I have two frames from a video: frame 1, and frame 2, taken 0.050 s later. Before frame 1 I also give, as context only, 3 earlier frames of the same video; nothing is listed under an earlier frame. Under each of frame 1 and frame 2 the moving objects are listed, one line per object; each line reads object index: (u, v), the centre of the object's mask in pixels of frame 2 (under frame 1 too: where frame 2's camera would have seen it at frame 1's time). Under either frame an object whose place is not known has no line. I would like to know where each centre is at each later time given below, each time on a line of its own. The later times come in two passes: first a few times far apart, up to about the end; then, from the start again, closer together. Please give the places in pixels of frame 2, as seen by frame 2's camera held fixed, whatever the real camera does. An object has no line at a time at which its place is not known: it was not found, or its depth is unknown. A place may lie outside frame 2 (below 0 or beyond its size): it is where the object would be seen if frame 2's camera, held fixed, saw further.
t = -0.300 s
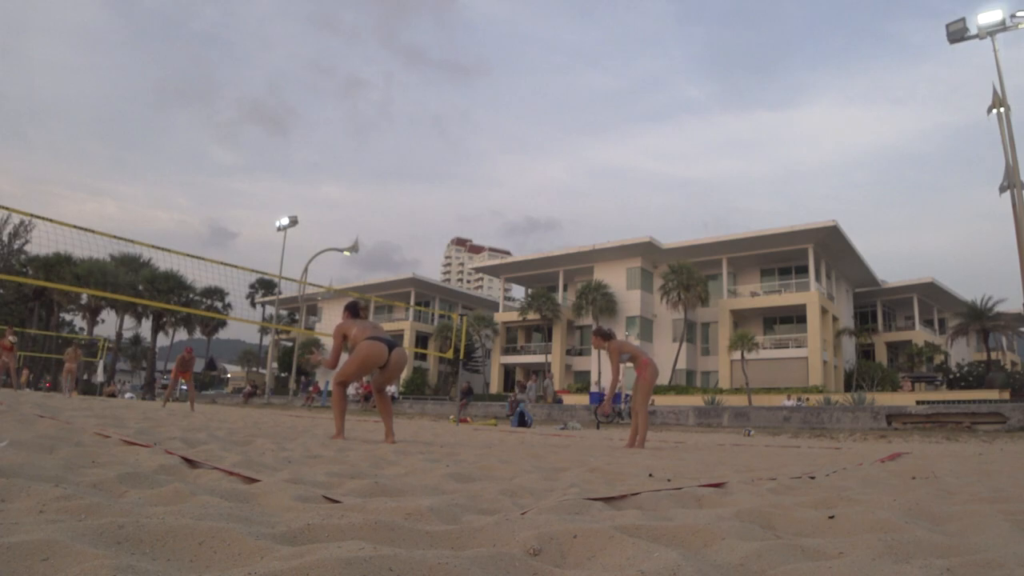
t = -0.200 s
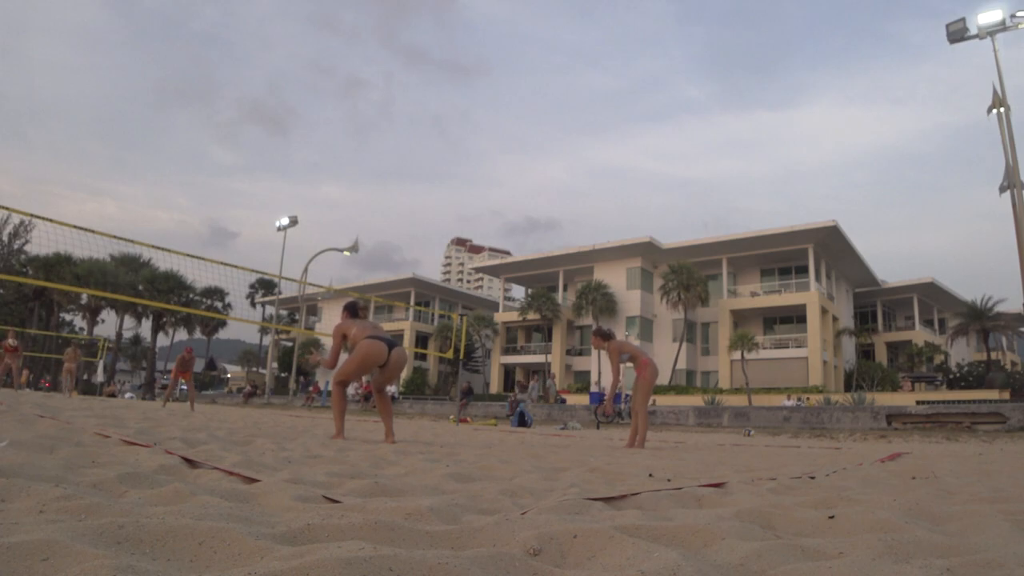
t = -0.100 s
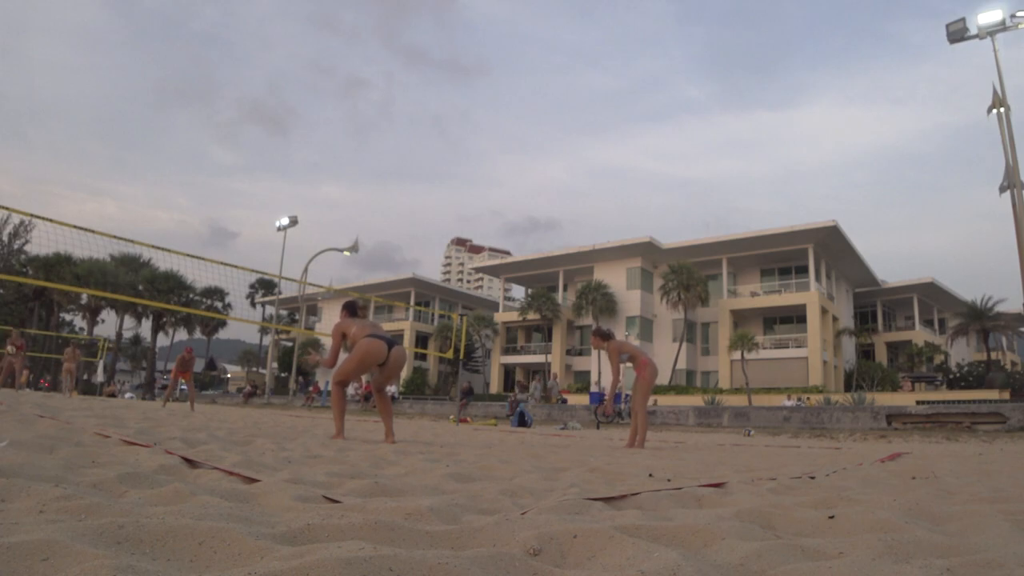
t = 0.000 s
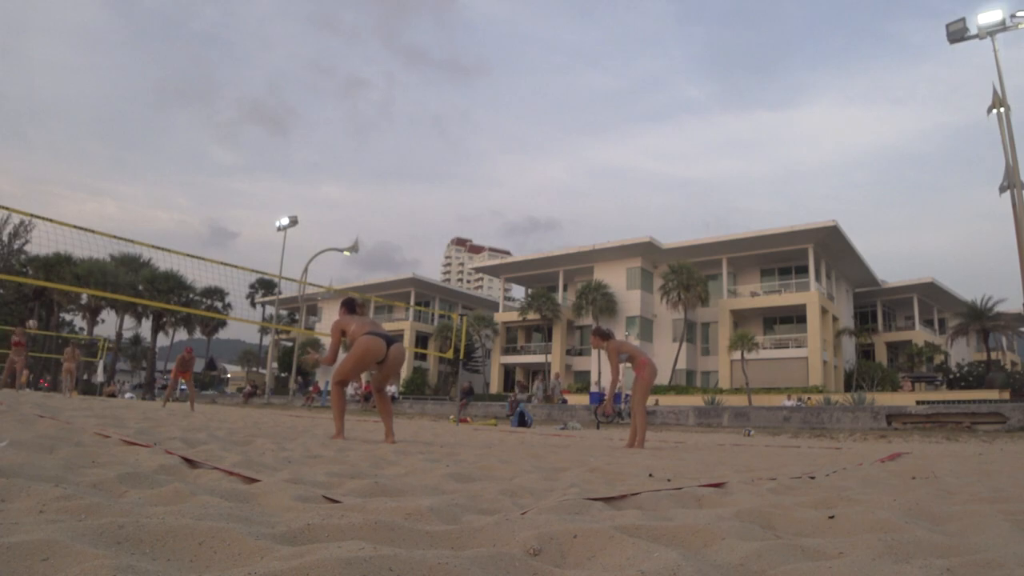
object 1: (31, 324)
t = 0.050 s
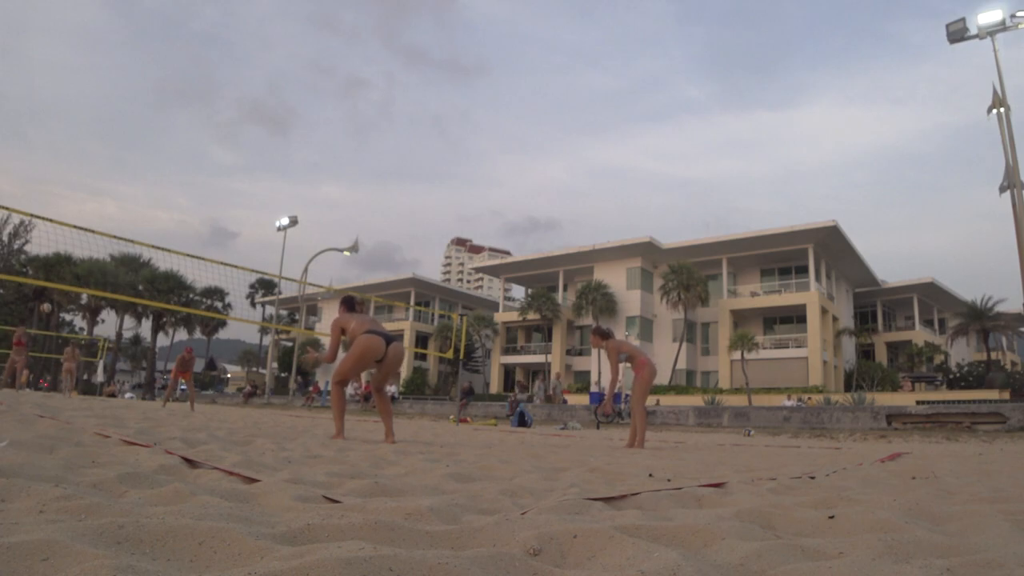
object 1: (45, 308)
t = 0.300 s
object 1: (117, 236)
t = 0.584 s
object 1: (201, 184)
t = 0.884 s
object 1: (296, 168)
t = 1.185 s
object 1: (403, 204)
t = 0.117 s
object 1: (66, 284)
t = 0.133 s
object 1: (69, 281)
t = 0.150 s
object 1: (74, 277)
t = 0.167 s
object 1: (78, 272)
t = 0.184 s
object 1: (83, 266)
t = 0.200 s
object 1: (86, 260)
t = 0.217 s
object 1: (94, 257)
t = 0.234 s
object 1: (98, 254)
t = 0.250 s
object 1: (103, 249)
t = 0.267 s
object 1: (108, 245)
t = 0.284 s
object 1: (112, 241)
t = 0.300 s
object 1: (117, 236)
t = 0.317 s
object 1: (122, 233)
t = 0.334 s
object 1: (127, 229)
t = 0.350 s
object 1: (132, 225)
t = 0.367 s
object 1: (137, 222)
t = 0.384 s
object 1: (142, 218)
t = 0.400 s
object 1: (146, 214)
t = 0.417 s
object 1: (151, 211)
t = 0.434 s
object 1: (156, 208)
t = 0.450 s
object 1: (161, 205)
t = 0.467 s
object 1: (166, 202)
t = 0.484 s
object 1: (171, 199)
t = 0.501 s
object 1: (176, 196)
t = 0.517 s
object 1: (181, 194)
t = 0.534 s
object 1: (186, 191)
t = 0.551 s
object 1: (191, 189)
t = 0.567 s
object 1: (196, 187)
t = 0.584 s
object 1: (201, 184)
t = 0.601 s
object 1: (206, 183)
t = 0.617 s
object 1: (212, 181)
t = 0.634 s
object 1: (217, 179)
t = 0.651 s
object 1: (222, 177)
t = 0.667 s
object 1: (227, 176)
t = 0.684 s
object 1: (232, 174)
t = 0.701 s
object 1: (237, 173)
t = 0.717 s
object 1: (243, 172)
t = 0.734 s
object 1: (248, 171)
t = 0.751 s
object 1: (253, 170)
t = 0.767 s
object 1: (258, 169)
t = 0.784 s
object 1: (264, 169)
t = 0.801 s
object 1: (269, 168)
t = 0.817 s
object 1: (274, 168)
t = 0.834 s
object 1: (280, 168)
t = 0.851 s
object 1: (285, 168)
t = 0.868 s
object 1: (291, 168)
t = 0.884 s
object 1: (296, 168)
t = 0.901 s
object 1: (302, 169)
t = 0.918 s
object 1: (307, 170)
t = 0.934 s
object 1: (313, 170)
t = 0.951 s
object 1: (319, 171)
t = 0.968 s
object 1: (324, 173)
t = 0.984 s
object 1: (330, 174)
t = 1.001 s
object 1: (336, 175)
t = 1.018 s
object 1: (342, 177)
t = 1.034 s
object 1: (348, 179)
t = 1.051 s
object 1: (353, 181)
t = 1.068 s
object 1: (359, 183)
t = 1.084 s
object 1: (365, 185)
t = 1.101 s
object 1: (372, 188)
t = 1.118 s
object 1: (378, 191)
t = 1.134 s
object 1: (384, 193)
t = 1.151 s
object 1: (390, 197)
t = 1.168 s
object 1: (397, 200)
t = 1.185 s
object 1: (403, 204)
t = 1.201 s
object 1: (409, 207)
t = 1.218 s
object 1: (416, 211)
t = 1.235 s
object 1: (422, 215)
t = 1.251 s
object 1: (429, 220)
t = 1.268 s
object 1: (435, 224)
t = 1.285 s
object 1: (442, 229)
